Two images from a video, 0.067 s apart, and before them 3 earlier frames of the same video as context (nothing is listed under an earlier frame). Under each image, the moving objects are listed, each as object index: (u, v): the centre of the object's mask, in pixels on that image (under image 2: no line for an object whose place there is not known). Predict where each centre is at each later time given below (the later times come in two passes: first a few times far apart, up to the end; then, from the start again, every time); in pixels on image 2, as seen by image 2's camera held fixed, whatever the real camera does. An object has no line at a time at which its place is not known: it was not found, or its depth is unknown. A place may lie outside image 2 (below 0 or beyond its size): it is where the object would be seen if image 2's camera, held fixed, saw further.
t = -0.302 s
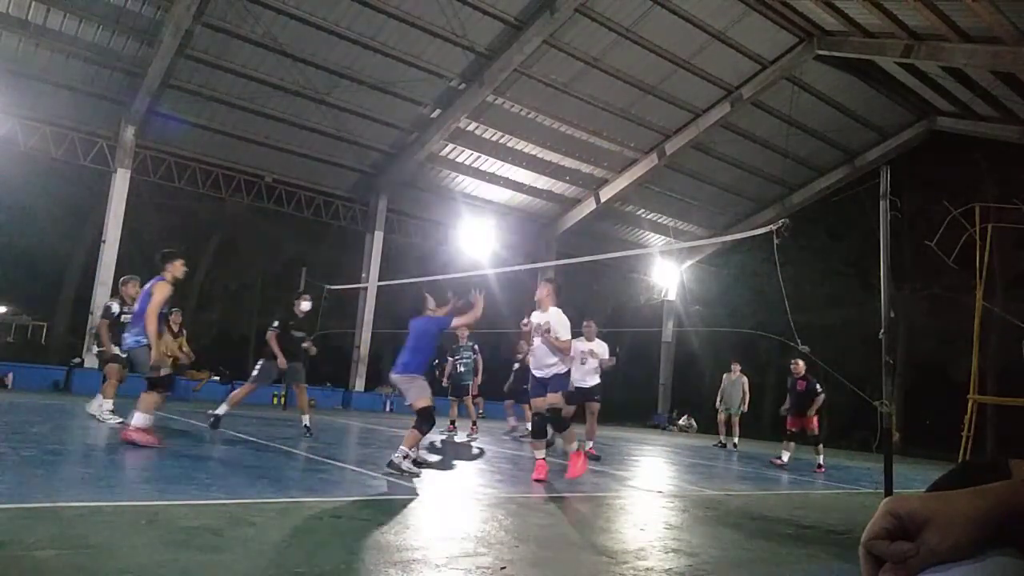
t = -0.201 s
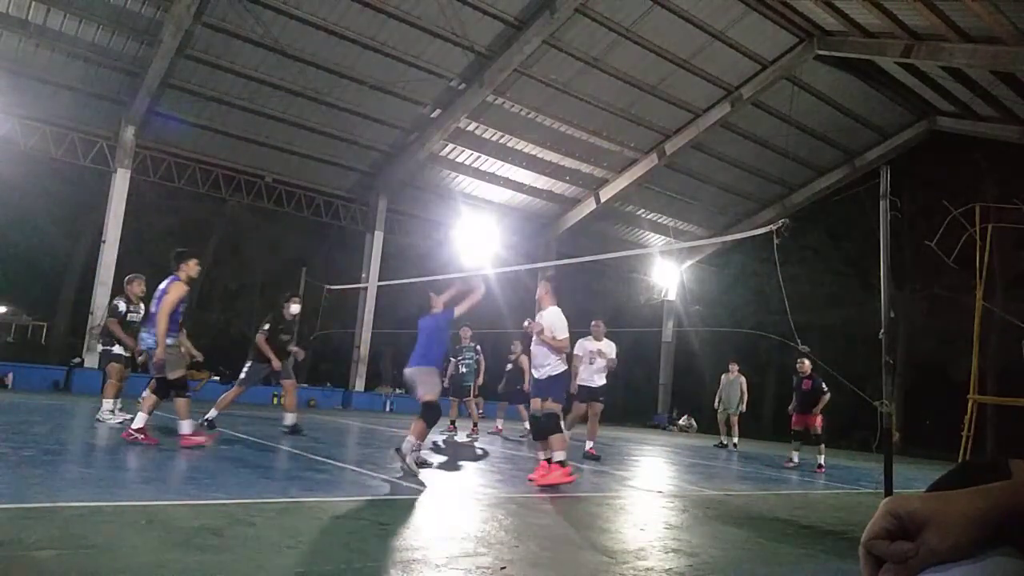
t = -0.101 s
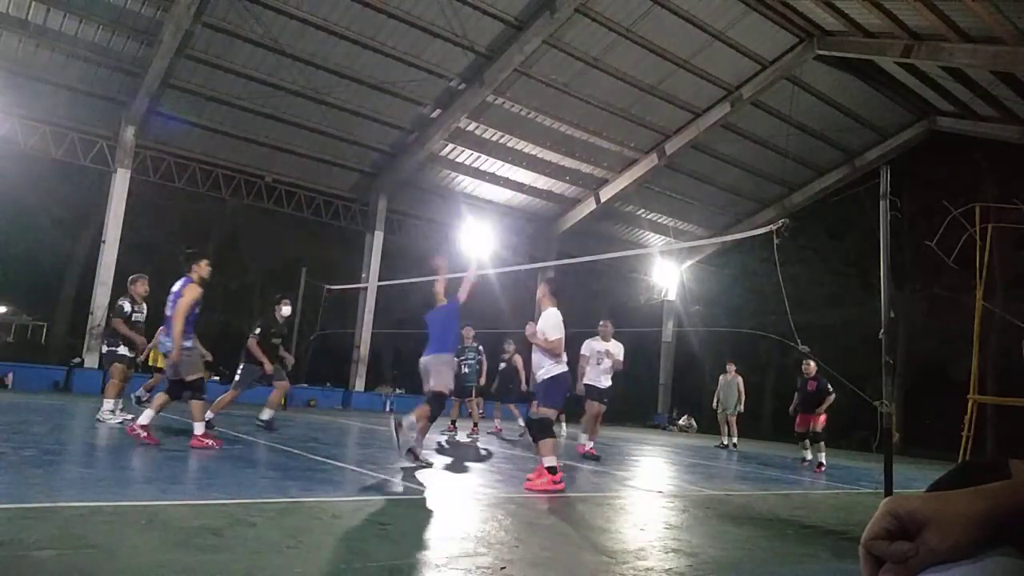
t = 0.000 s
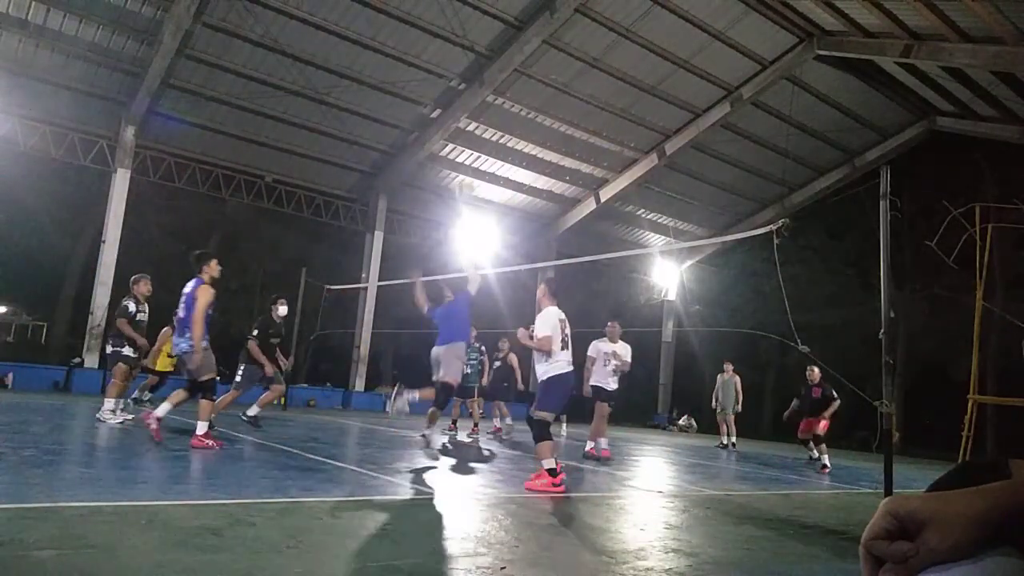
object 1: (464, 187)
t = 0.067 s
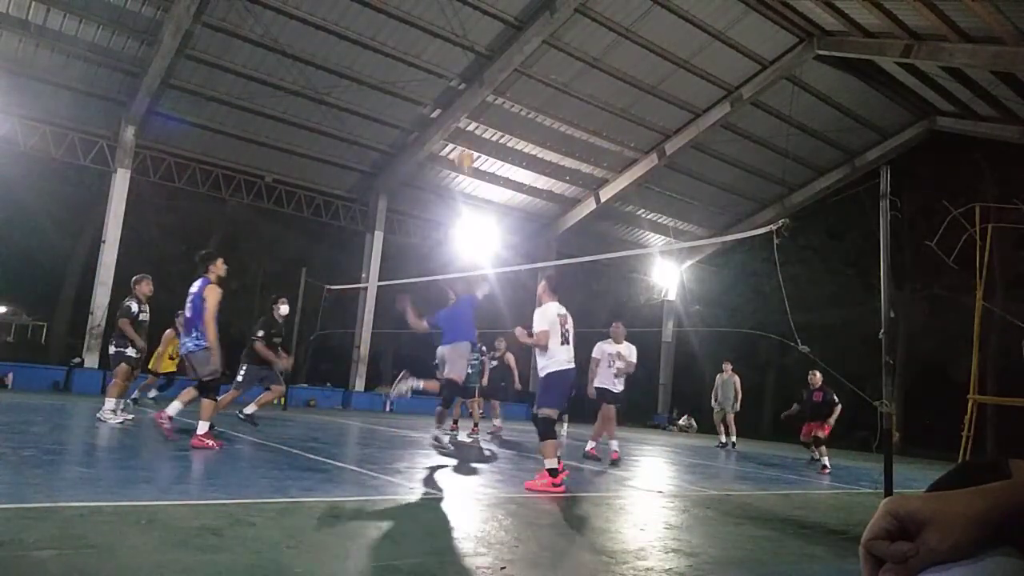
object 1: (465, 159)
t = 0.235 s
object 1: (460, 109)
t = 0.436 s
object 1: (453, 90)
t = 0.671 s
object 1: (441, 104)
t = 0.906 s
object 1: (426, 158)
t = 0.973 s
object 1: (422, 177)
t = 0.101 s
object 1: (463, 144)
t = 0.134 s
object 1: (463, 136)
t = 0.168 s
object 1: (461, 126)
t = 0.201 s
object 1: (461, 117)
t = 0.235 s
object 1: (460, 109)
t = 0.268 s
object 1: (459, 105)
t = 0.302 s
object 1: (458, 98)
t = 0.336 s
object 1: (457, 95)
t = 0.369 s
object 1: (455, 93)
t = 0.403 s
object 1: (454, 91)
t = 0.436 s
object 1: (453, 90)
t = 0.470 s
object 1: (452, 90)
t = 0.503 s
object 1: (451, 90)
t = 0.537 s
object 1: (450, 91)
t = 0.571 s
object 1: (446, 94)
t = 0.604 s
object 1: (446, 95)
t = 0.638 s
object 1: (443, 100)
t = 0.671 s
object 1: (441, 104)
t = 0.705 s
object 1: (439, 110)
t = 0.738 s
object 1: (437, 115)
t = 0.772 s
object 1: (434, 122)
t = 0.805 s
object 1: (432, 130)
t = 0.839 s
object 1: (430, 138)
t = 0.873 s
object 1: (429, 148)
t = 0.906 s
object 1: (426, 158)
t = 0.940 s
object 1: (424, 168)
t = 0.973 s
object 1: (422, 177)
